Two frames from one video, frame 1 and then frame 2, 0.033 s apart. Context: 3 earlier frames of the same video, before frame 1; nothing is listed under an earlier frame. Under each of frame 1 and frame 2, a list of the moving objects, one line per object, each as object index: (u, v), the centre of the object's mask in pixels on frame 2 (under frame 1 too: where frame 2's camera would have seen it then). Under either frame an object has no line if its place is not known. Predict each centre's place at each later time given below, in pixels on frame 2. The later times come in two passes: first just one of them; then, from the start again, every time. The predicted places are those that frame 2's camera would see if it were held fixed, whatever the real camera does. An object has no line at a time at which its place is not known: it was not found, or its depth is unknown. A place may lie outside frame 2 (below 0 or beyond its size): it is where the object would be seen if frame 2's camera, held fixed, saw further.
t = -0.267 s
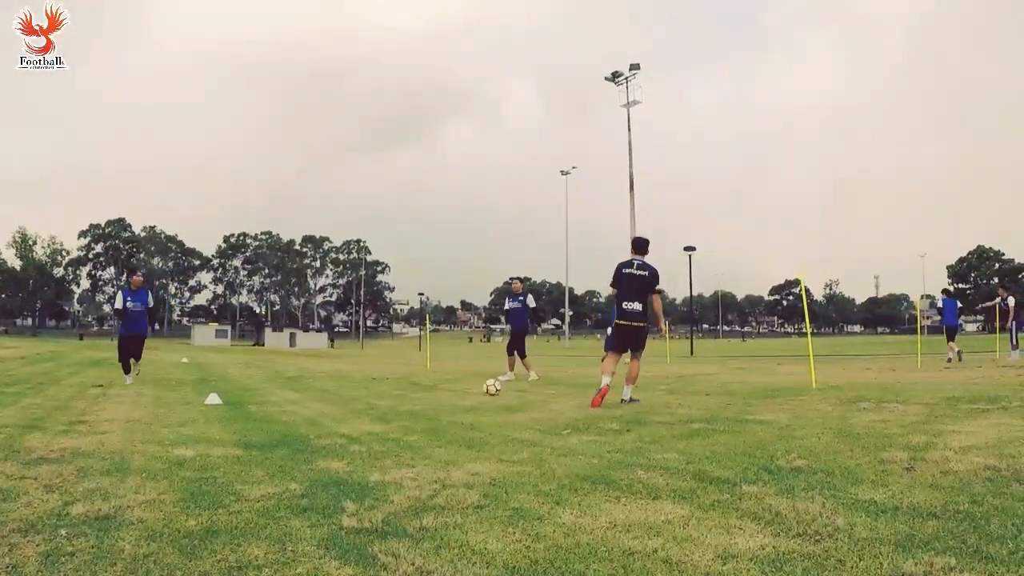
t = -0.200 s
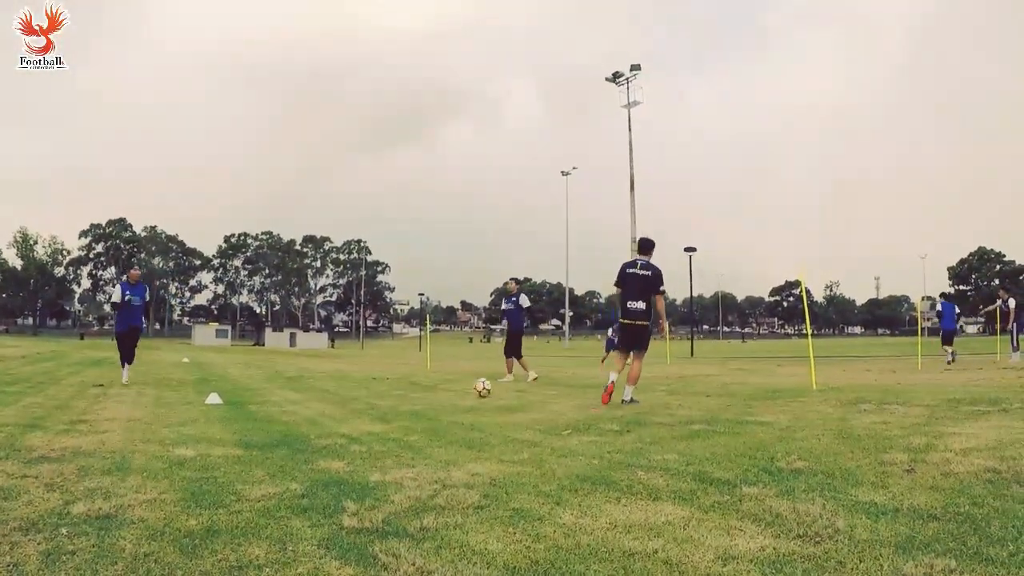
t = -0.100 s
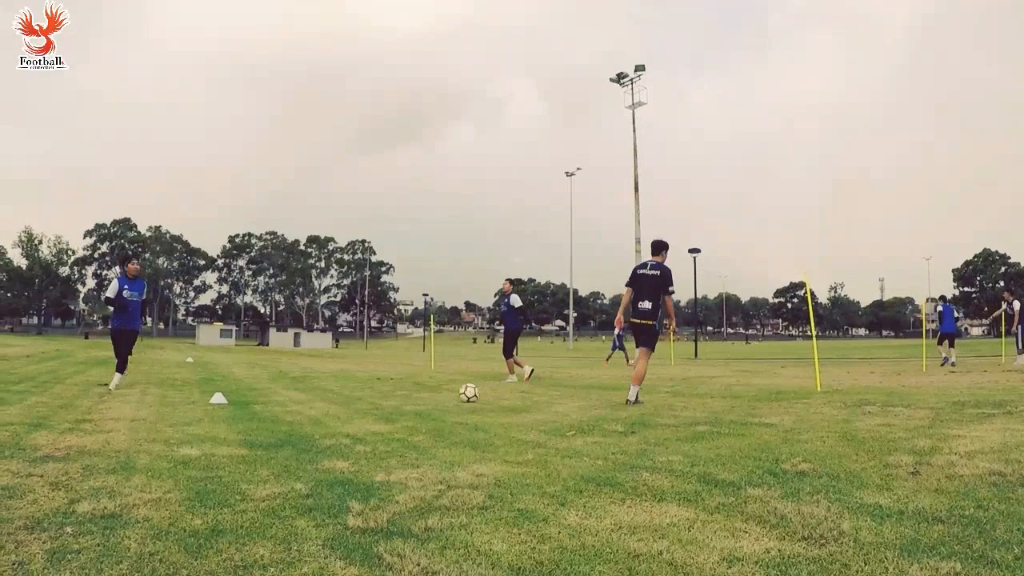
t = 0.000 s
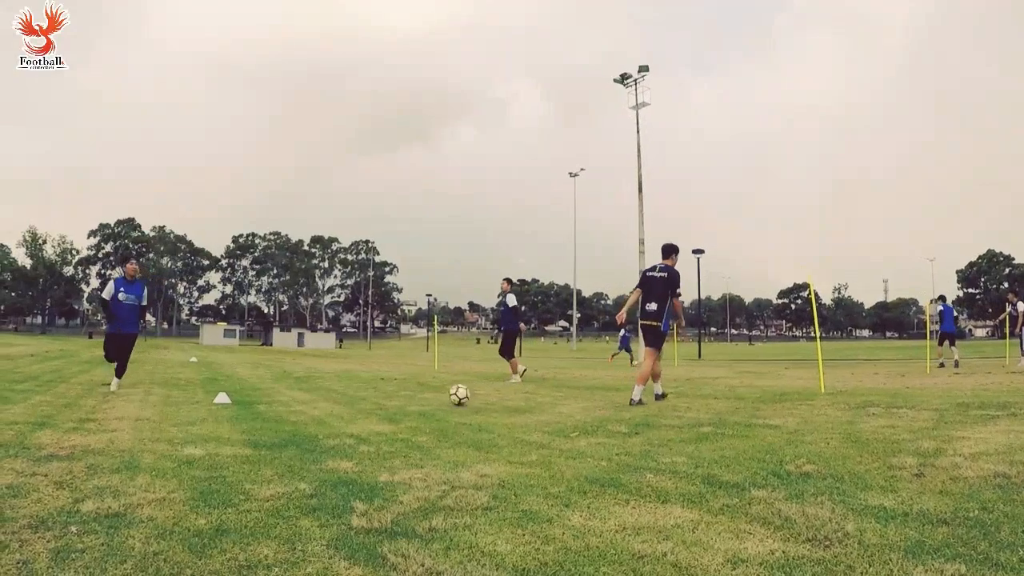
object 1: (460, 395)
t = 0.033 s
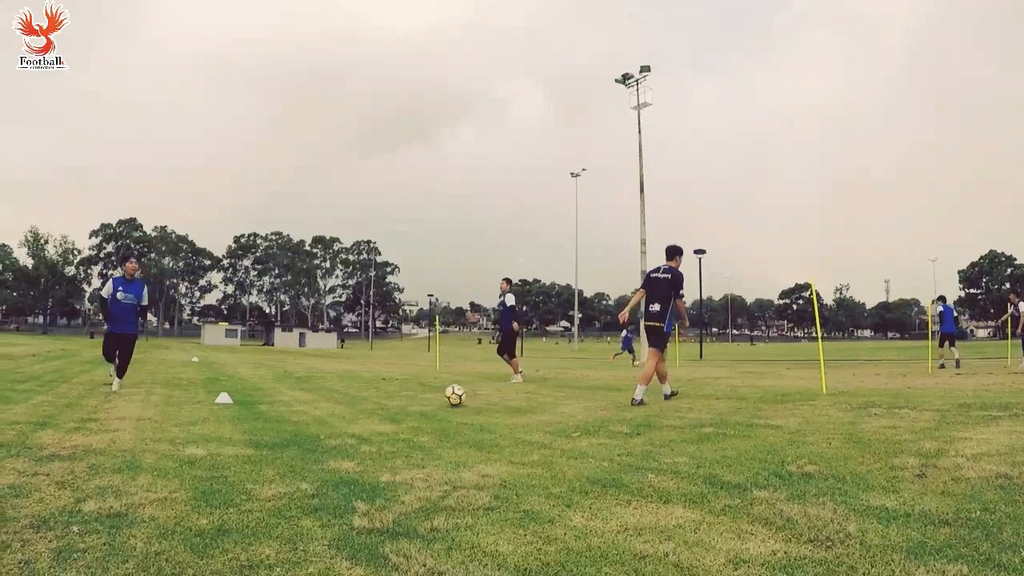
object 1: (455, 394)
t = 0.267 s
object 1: (408, 406)
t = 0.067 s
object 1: (446, 397)
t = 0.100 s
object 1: (438, 400)
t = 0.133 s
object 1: (435, 399)
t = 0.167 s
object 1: (428, 399)
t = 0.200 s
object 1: (426, 400)
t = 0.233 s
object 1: (419, 403)
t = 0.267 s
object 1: (408, 406)
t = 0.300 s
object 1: (398, 405)
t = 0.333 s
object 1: (396, 406)
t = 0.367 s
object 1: (390, 402)
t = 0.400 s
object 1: (381, 406)
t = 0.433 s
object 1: (378, 410)
